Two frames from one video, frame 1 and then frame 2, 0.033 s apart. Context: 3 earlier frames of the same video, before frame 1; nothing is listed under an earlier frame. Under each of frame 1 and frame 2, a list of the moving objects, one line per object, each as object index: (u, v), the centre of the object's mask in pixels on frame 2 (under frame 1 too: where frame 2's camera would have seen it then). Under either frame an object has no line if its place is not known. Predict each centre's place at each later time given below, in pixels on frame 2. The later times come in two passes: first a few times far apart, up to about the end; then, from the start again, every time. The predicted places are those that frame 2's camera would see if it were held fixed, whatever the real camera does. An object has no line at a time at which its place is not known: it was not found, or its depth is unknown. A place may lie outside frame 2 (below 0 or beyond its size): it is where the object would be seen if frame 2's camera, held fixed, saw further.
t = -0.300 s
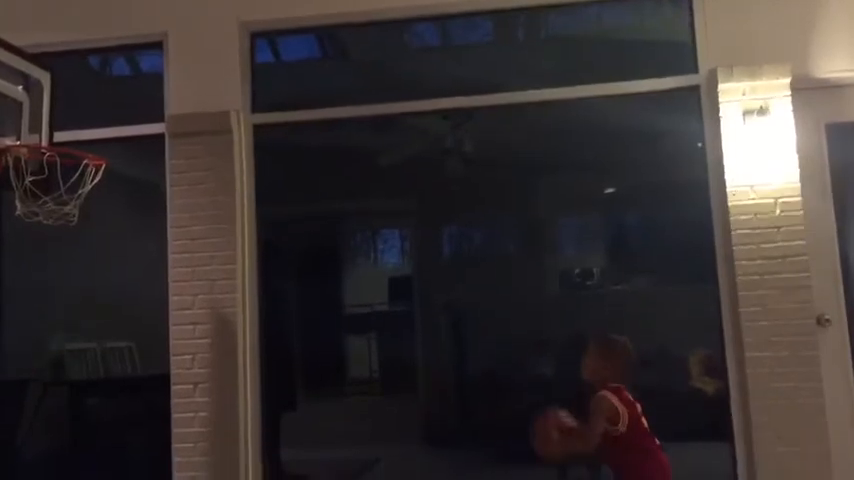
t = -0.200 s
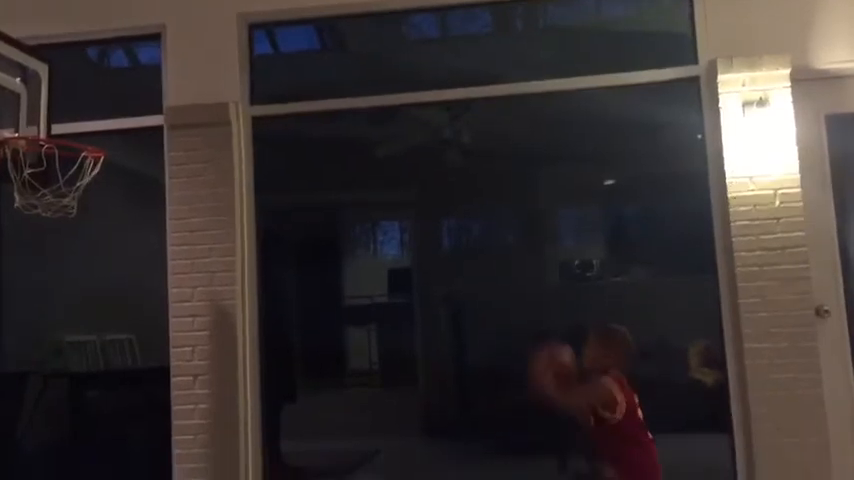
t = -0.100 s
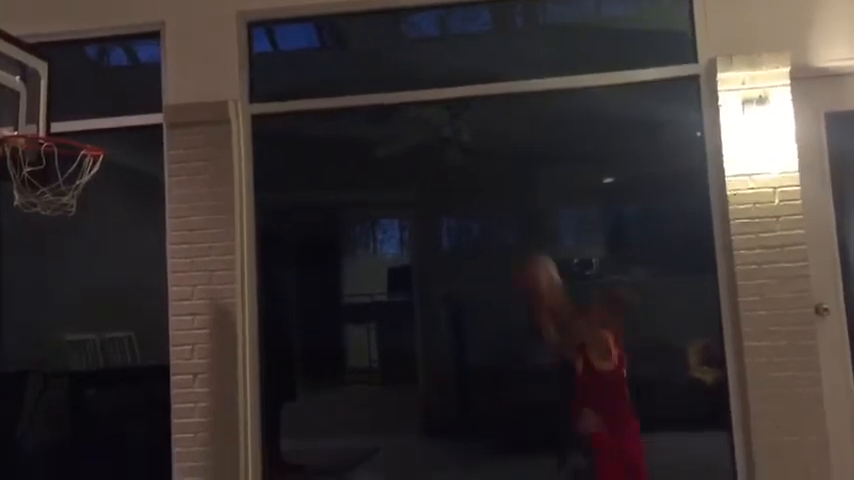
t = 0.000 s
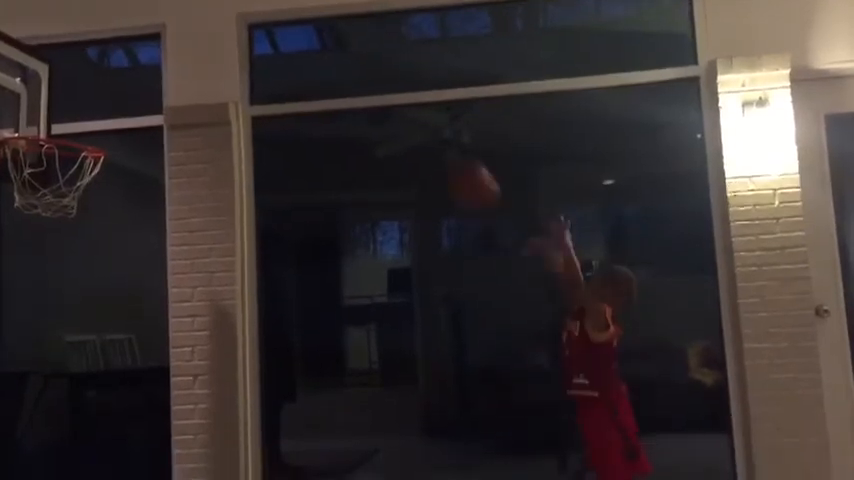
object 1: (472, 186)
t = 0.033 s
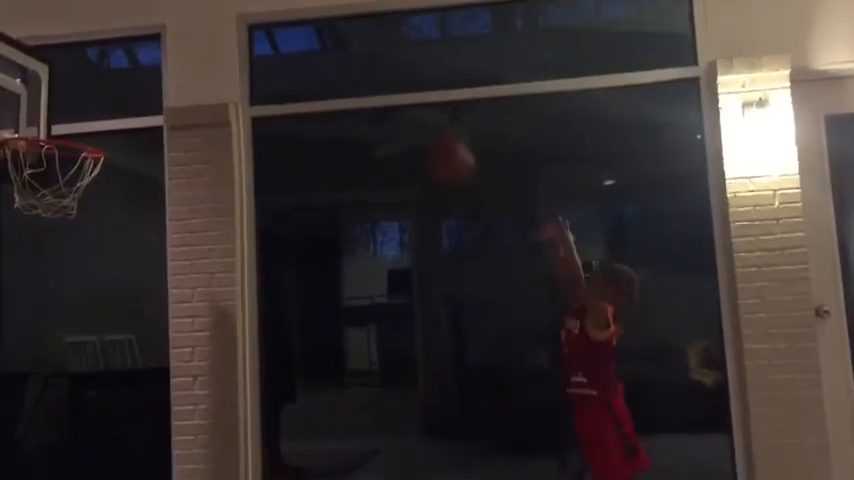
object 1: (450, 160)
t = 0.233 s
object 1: (320, 59)
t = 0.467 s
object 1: (177, 61)
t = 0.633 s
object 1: (78, 133)
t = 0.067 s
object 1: (433, 140)
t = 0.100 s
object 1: (405, 117)
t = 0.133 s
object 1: (382, 93)
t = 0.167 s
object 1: (363, 79)
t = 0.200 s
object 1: (342, 68)
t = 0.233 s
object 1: (320, 59)
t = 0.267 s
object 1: (300, 47)
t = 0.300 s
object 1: (277, 45)
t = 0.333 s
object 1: (255, 42)
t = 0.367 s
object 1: (233, 43)
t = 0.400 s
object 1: (213, 46)
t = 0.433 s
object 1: (194, 52)
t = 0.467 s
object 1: (177, 61)
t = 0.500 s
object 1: (157, 72)
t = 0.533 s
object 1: (138, 91)
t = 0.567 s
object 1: (113, 103)
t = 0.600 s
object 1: (93, 123)
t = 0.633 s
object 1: (78, 133)
